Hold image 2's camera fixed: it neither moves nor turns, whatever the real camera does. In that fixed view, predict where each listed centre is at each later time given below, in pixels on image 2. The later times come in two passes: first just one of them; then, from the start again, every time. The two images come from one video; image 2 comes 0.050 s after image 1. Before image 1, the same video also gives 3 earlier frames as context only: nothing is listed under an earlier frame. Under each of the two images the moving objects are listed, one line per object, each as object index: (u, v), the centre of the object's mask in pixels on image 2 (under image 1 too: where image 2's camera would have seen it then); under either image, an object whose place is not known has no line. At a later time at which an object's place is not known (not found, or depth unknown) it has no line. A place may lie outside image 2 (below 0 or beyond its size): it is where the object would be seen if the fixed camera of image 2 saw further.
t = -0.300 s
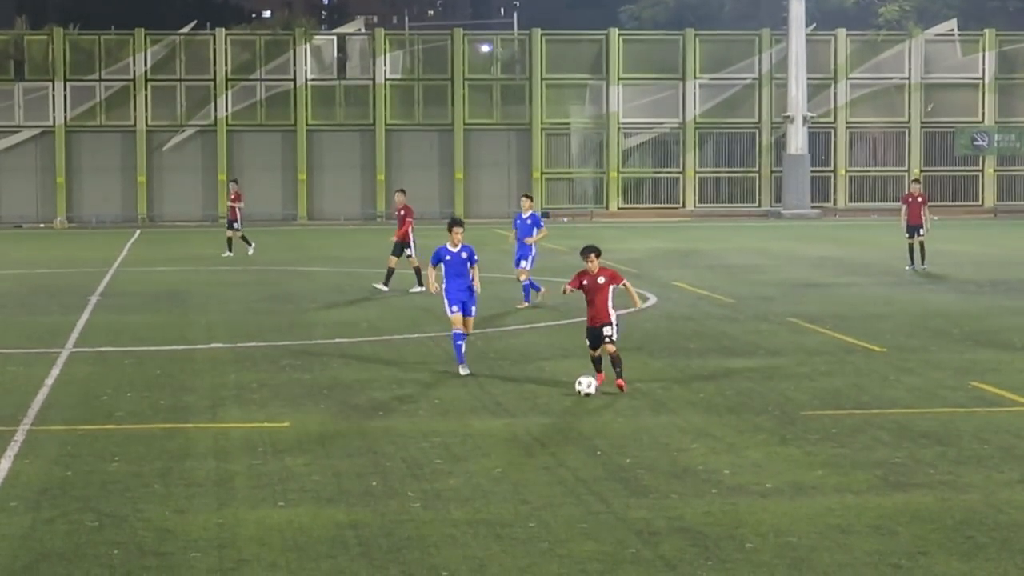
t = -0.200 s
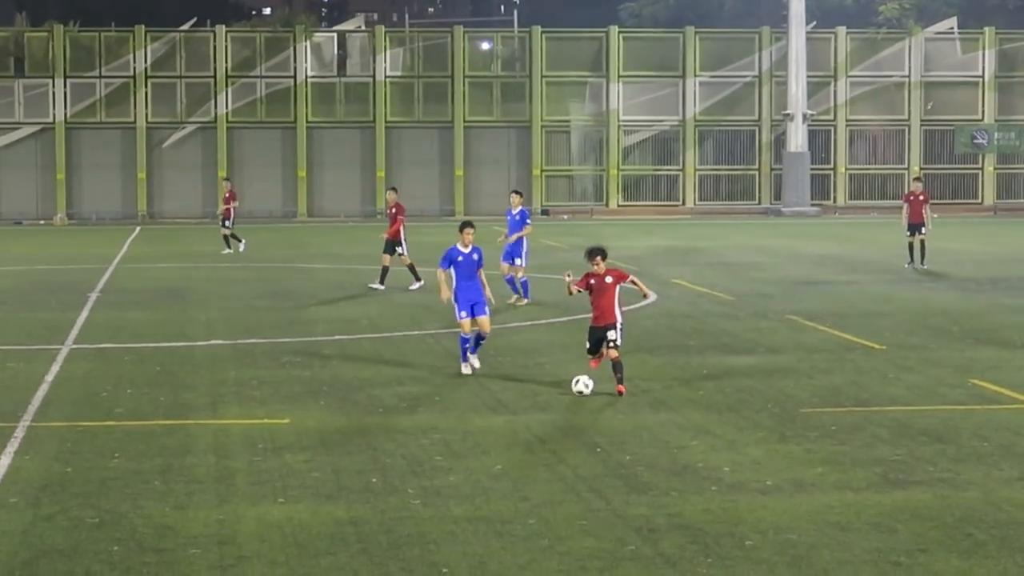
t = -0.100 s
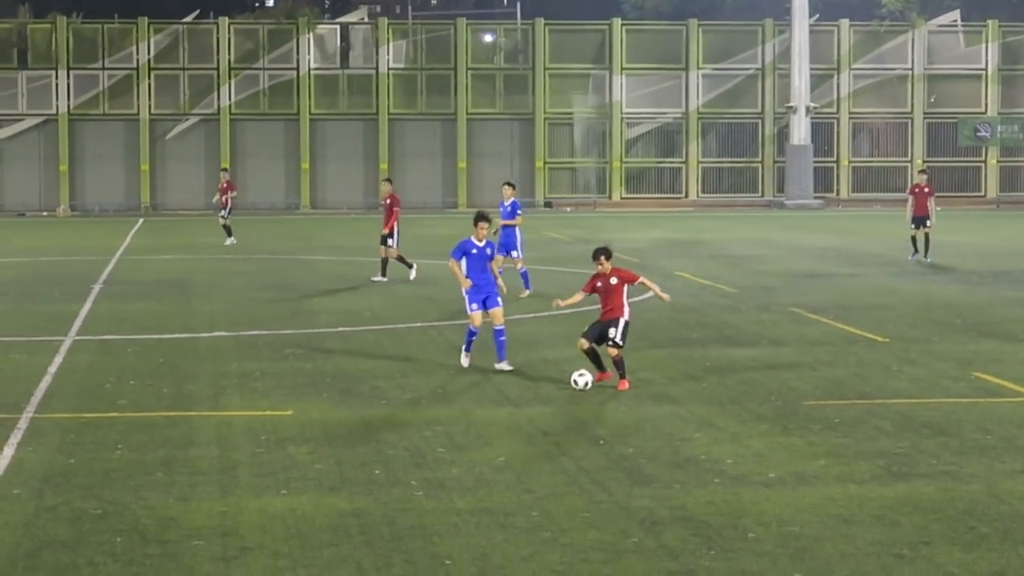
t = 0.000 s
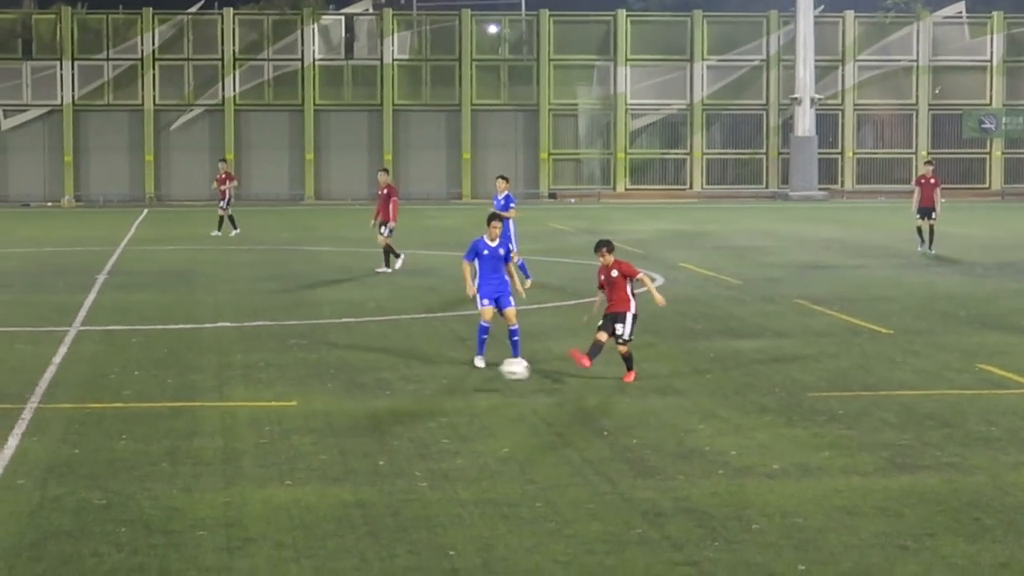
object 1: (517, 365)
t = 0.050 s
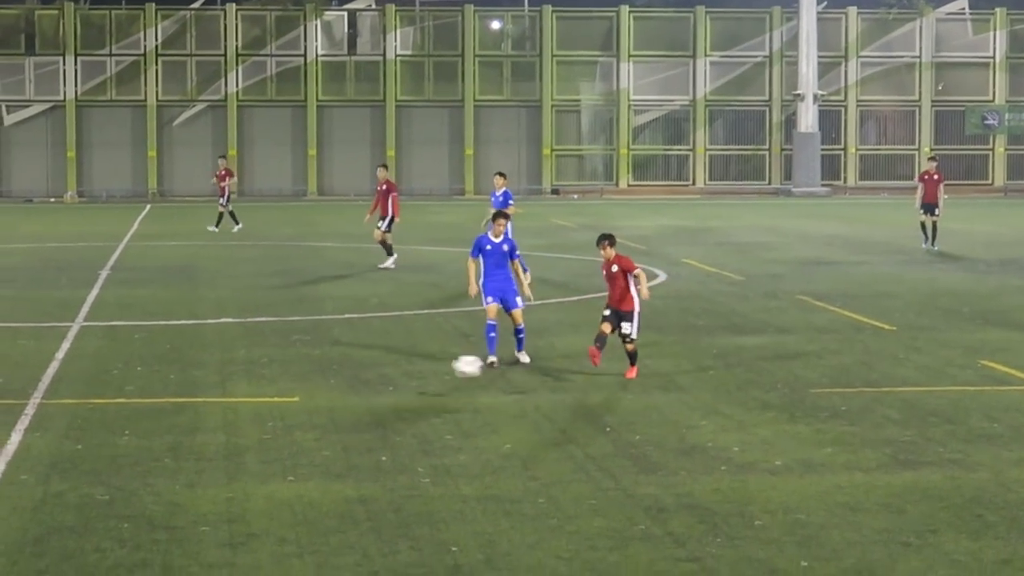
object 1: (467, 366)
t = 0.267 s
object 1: (222, 411)
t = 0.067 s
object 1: (451, 367)
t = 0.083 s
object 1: (433, 368)
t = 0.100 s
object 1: (416, 370)
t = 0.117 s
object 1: (398, 372)
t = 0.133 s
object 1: (380, 375)
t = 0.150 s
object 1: (362, 378)
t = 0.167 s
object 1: (343, 381)
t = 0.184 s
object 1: (324, 385)
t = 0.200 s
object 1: (305, 389)
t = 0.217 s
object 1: (285, 394)
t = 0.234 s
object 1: (265, 399)
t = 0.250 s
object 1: (244, 405)
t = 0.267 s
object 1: (222, 411)
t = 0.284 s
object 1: (201, 417)
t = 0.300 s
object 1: (179, 424)
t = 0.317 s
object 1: (156, 431)
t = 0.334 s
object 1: (134, 438)
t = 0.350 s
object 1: (112, 444)
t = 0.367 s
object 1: (92, 444)
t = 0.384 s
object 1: (71, 445)
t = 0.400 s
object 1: (49, 446)
